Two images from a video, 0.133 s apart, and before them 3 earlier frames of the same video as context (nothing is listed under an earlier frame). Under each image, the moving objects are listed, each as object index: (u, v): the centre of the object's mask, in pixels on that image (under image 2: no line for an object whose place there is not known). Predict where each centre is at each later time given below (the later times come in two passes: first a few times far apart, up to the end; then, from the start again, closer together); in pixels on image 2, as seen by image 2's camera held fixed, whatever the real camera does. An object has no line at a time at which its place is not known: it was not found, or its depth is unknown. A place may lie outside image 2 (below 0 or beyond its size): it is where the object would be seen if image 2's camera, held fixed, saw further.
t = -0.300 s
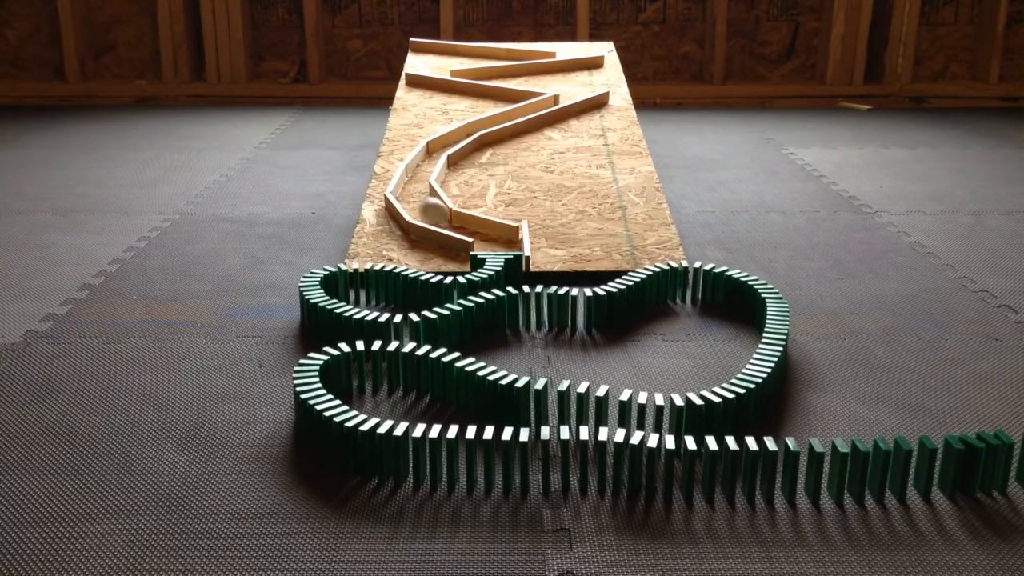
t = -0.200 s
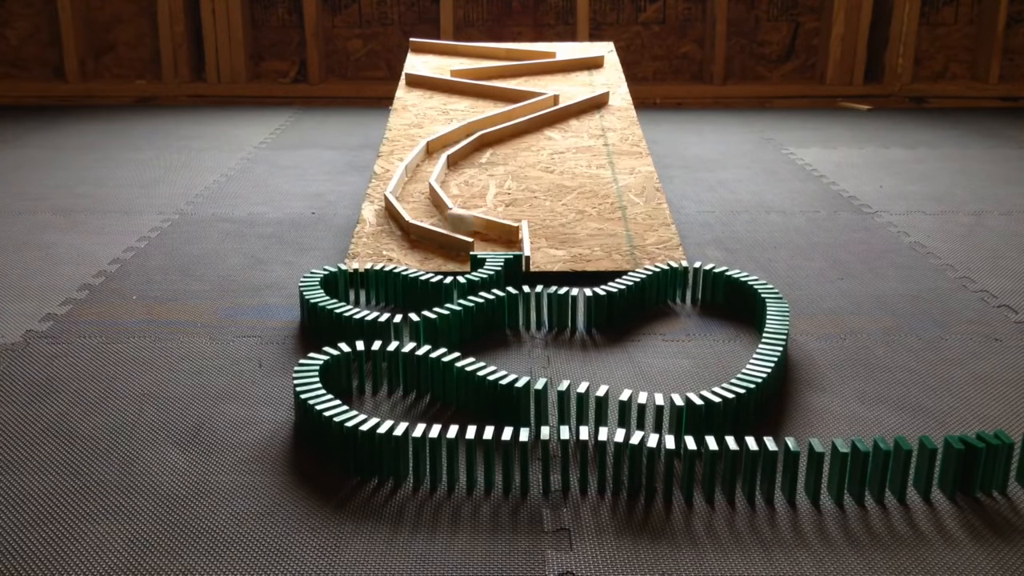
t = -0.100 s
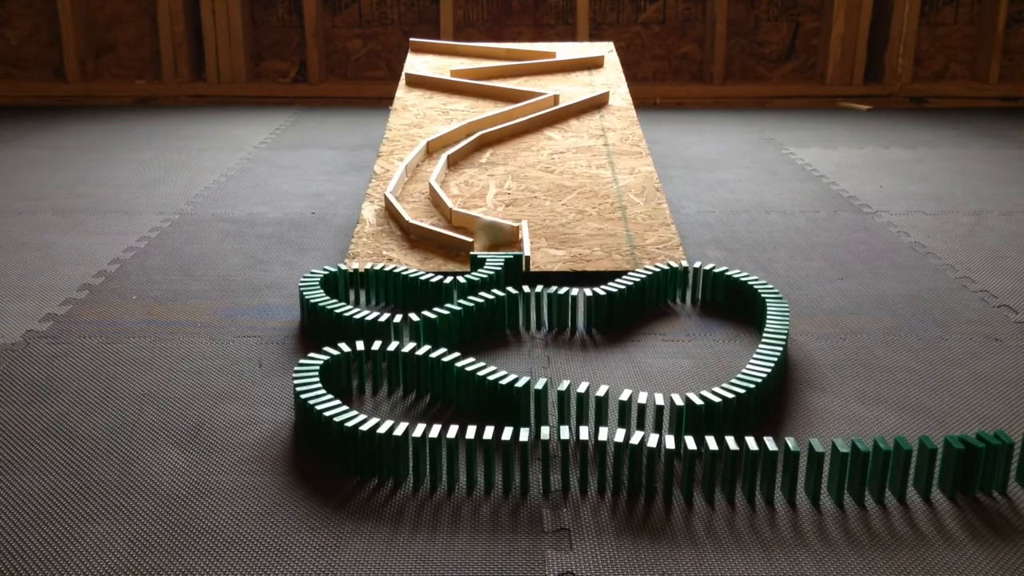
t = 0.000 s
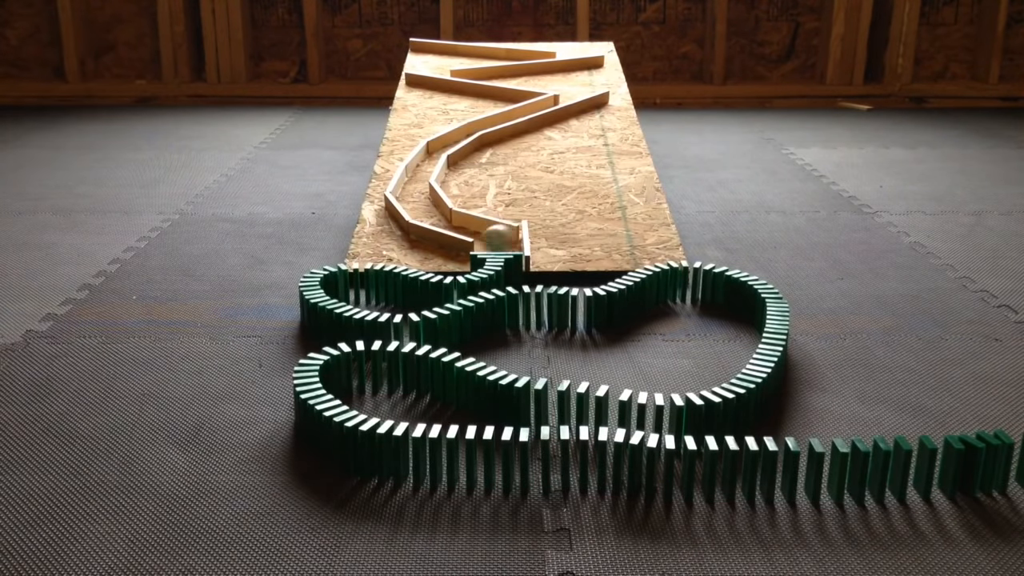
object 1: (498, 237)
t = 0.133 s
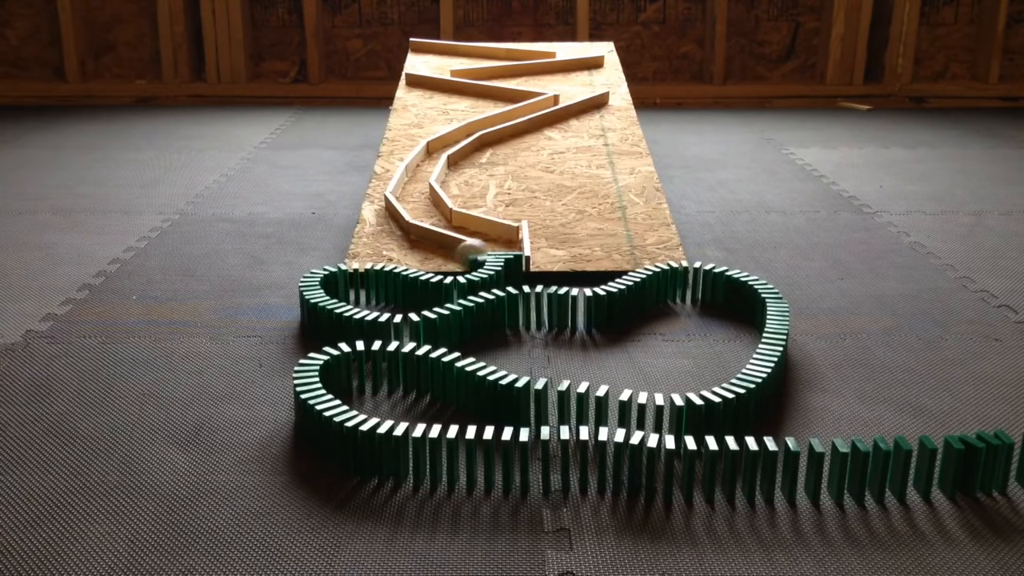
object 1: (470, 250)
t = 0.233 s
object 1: (449, 266)
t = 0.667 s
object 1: (405, 279)
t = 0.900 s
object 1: (417, 278)
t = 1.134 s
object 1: (424, 278)
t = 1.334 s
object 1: (426, 278)
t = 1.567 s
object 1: (426, 278)
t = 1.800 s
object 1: (426, 278)
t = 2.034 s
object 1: (426, 279)
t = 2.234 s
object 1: (427, 279)
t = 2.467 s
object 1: (427, 279)
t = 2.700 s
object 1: (427, 279)
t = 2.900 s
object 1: (427, 279)
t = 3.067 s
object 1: (427, 279)
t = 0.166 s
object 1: (465, 257)
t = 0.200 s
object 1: (460, 262)
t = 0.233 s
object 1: (449, 266)
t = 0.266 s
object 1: (442, 265)
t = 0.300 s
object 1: (432, 268)
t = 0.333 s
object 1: (427, 268)
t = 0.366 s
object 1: (422, 271)
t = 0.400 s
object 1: (412, 272)
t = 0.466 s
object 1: (401, 277)
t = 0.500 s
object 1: (396, 280)
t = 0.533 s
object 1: (396, 280)
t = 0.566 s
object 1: (397, 280)
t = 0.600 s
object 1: (400, 279)
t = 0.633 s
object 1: (403, 279)
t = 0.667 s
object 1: (405, 279)
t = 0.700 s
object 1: (407, 278)
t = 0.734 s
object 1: (409, 278)
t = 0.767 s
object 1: (412, 278)
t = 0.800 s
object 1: (413, 278)
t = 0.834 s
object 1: (415, 278)
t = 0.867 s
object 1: (416, 278)
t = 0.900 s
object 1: (417, 278)
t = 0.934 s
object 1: (419, 278)
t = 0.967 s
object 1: (420, 278)
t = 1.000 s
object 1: (421, 278)
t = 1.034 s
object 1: (422, 278)
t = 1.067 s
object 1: (423, 278)
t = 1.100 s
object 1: (423, 278)
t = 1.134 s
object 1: (424, 278)
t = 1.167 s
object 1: (424, 278)
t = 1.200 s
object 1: (425, 278)
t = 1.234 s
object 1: (425, 278)
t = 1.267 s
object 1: (425, 278)
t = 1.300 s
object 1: (426, 278)
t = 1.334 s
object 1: (426, 278)
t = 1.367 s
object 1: (426, 278)
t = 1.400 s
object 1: (426, 278)
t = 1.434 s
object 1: (426, 278)
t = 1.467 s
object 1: (426, 278)
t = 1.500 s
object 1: (426, 278)
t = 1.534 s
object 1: (426, 278)
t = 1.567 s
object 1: (426, 278)
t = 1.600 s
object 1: (426, 278)
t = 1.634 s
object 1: (426, 278)
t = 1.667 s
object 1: (426, 278)
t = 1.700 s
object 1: (426, 278)
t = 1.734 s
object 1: (426, 278)
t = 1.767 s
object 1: (426, 278)
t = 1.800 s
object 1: (426, 278)
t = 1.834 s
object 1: (426, 278)
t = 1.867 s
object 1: (426, 278)
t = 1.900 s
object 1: (426, 278)
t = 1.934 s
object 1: (426, 278)
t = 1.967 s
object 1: (426, 278)
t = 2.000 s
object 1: (426, 278)
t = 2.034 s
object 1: (426, 279)
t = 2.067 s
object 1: (426, 279)
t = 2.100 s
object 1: (426, 279)
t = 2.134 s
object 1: (427, 279)
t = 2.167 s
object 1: (427, 279)
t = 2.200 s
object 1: (427, 279)
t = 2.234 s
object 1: (427, 279)
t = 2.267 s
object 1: (427, 279)
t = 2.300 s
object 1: (427, 279)
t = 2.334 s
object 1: (427, 279)
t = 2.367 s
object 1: (427, 279)
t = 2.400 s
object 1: (427, 279)
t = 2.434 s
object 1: (427, 279)
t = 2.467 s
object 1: (427, 279)
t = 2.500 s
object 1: (427, 279)
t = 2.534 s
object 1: (427, 279)
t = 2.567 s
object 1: (427, 279)
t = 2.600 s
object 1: (427, 279)
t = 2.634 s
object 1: (427, 279)
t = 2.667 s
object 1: (427, 279)
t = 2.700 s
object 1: (427, 279)
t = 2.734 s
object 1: (427, 279)
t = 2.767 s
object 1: (427, 279)
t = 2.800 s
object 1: (427, 279)
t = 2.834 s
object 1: (427, 279)
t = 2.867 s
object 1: (427, 279)
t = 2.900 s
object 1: (427, 279)
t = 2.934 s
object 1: (427, 279)
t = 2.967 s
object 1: (427, 279)
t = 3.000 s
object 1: (427, 279)
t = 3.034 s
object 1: (427, 279)
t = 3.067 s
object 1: (427, 279)
